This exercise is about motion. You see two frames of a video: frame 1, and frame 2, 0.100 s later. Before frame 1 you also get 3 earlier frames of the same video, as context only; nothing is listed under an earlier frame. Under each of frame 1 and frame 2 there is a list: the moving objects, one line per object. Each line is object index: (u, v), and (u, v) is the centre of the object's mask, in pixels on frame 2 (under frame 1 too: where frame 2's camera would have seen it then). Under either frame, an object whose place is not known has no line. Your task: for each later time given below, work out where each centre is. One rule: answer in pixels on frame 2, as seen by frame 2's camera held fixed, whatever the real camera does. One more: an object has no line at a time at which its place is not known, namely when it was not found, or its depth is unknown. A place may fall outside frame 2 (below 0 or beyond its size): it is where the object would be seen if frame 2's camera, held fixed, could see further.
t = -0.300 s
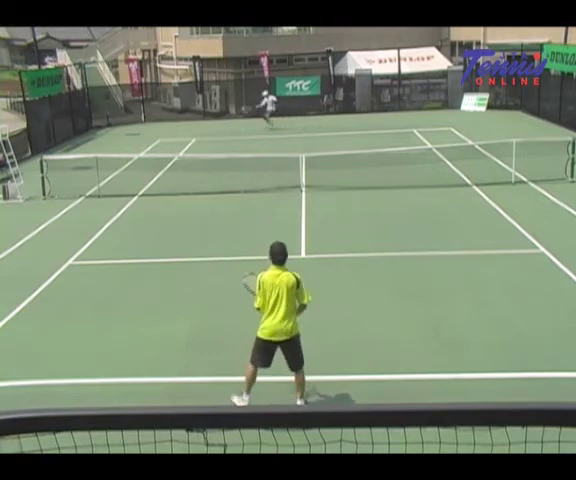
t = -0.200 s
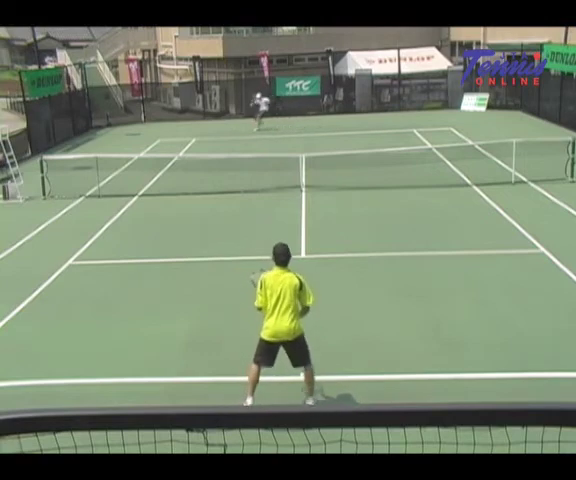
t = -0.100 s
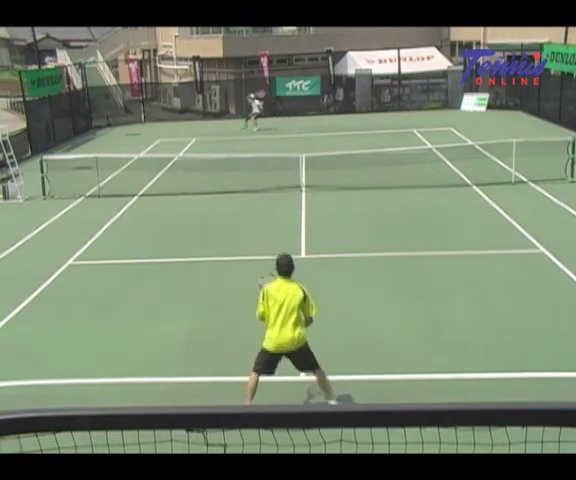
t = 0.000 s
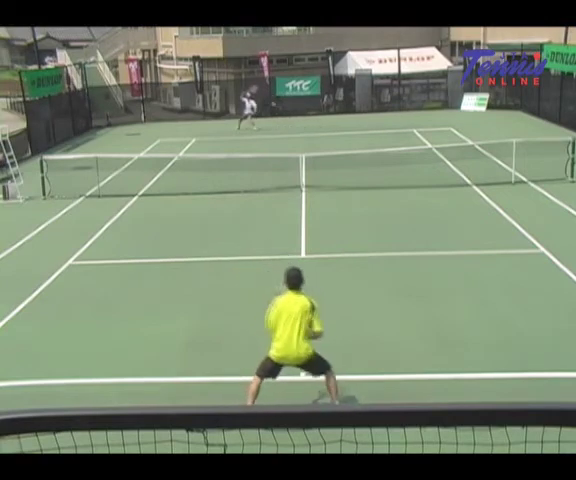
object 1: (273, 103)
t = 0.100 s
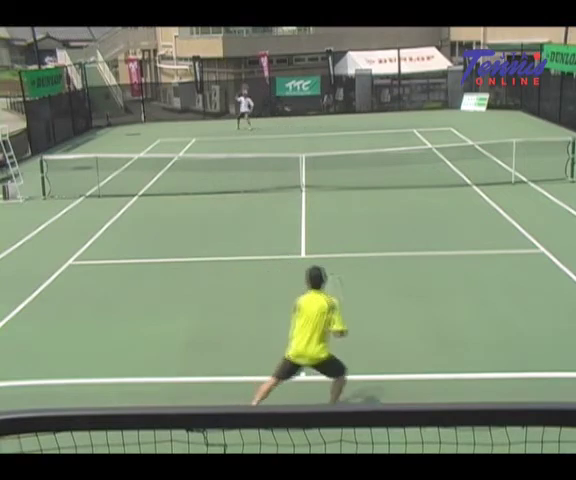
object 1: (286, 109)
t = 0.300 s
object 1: (320, 132)
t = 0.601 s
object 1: (400, 228)
